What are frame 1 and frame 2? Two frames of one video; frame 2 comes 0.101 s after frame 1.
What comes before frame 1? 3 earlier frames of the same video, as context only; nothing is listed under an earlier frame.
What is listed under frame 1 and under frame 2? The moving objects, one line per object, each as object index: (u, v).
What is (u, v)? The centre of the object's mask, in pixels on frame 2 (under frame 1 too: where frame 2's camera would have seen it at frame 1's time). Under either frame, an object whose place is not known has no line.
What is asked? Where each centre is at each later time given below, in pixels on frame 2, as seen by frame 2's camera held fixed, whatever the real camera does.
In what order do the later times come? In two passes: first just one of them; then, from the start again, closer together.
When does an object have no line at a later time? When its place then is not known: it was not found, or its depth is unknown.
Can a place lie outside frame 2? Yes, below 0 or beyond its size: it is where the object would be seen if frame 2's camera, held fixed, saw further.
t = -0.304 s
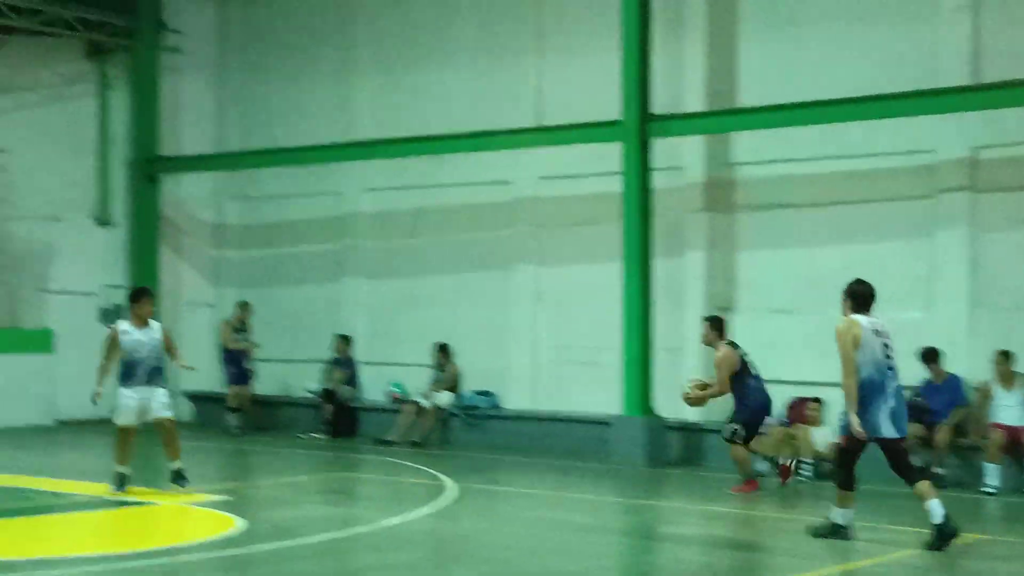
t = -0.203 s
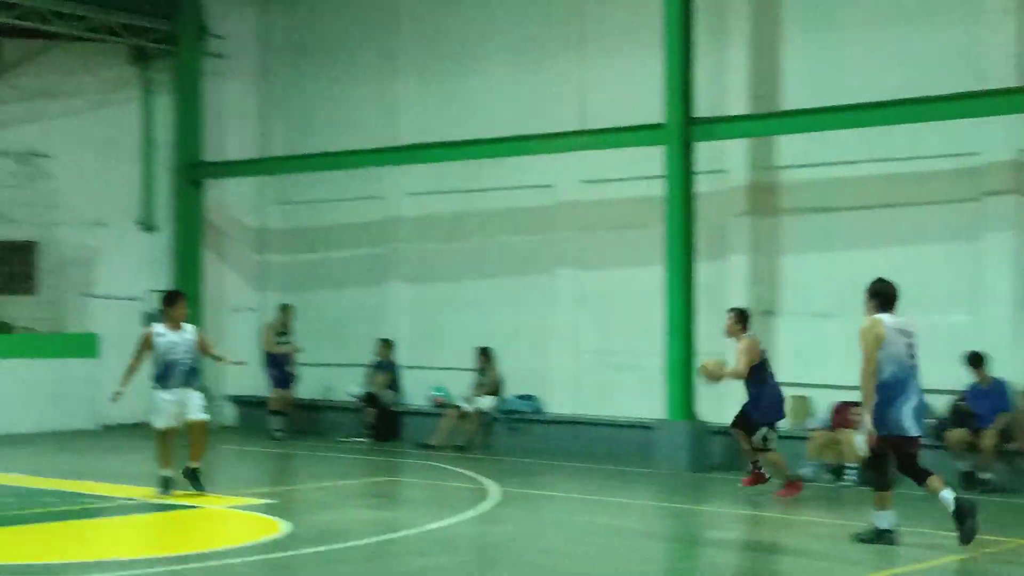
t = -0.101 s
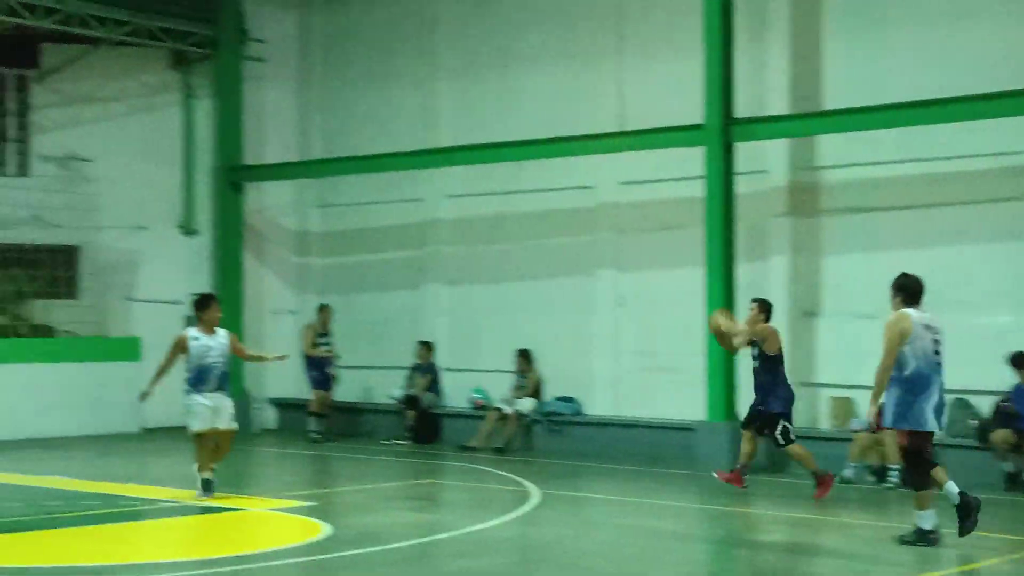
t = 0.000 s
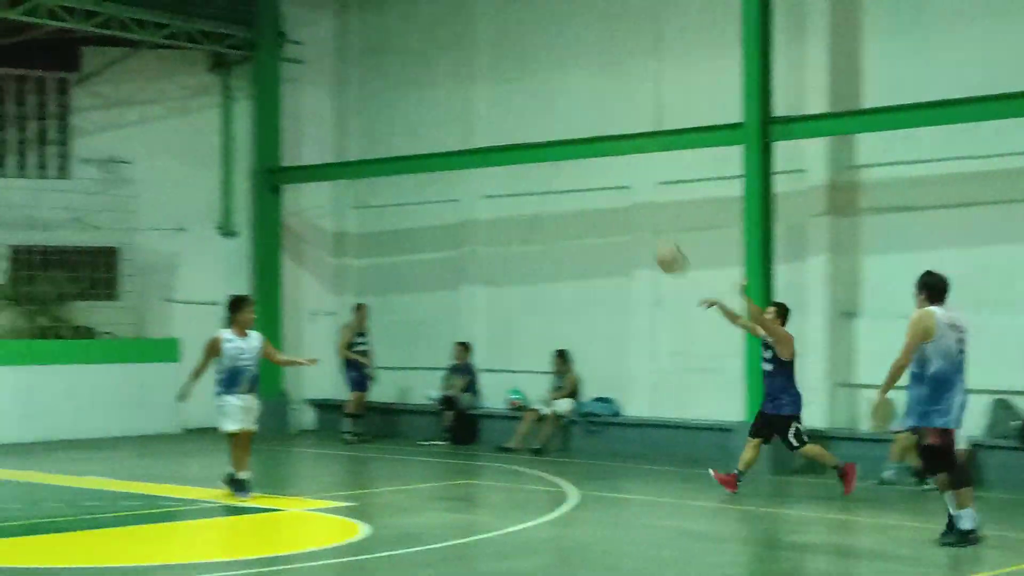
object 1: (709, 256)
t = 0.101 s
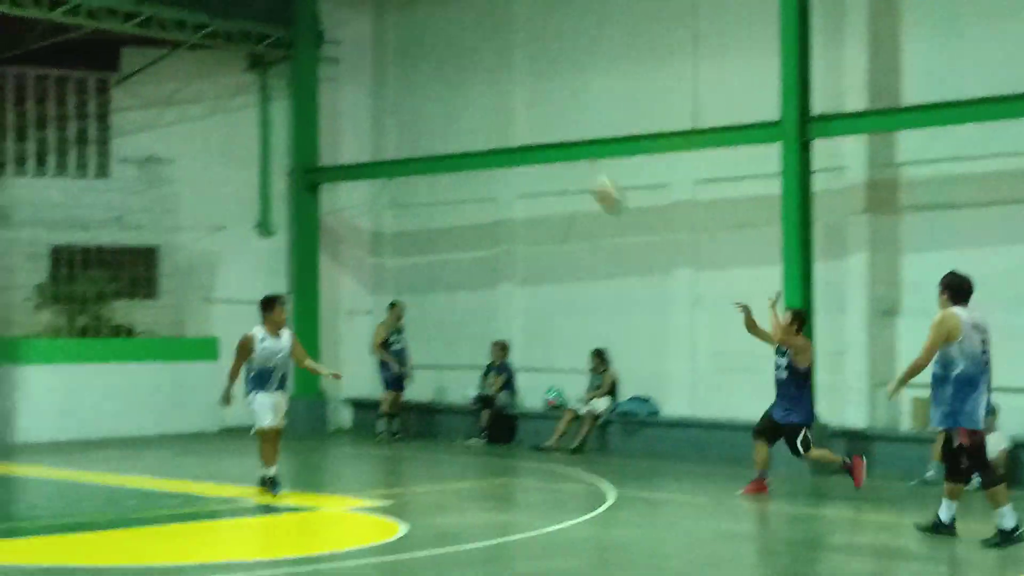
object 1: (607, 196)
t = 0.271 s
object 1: (442, 115)
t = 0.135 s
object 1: (574, 176)
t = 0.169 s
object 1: (539, 157)
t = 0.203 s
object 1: (507, 141)
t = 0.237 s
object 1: (475, 128)
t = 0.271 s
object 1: (442, 115)
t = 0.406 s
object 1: (311, 75)
